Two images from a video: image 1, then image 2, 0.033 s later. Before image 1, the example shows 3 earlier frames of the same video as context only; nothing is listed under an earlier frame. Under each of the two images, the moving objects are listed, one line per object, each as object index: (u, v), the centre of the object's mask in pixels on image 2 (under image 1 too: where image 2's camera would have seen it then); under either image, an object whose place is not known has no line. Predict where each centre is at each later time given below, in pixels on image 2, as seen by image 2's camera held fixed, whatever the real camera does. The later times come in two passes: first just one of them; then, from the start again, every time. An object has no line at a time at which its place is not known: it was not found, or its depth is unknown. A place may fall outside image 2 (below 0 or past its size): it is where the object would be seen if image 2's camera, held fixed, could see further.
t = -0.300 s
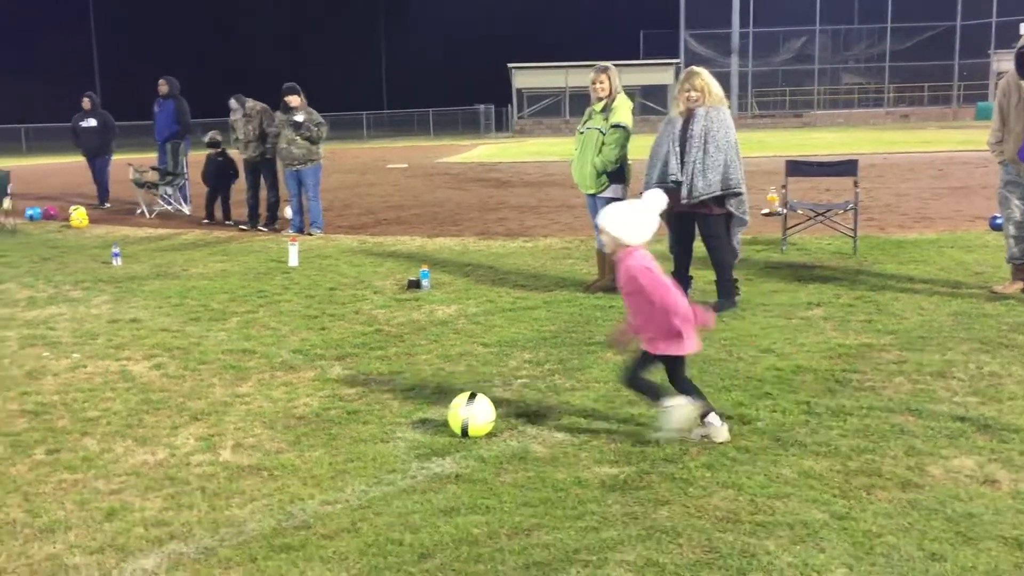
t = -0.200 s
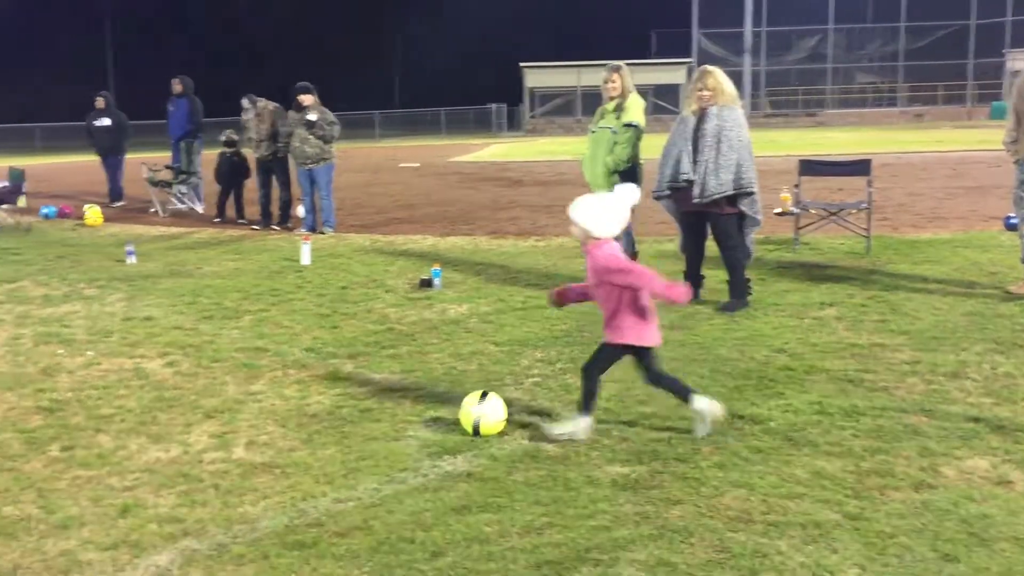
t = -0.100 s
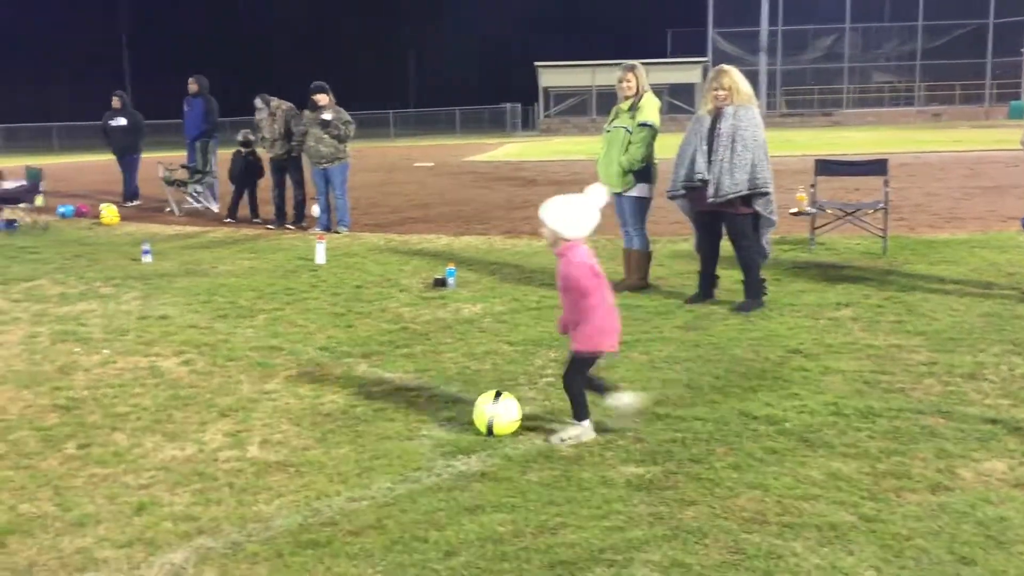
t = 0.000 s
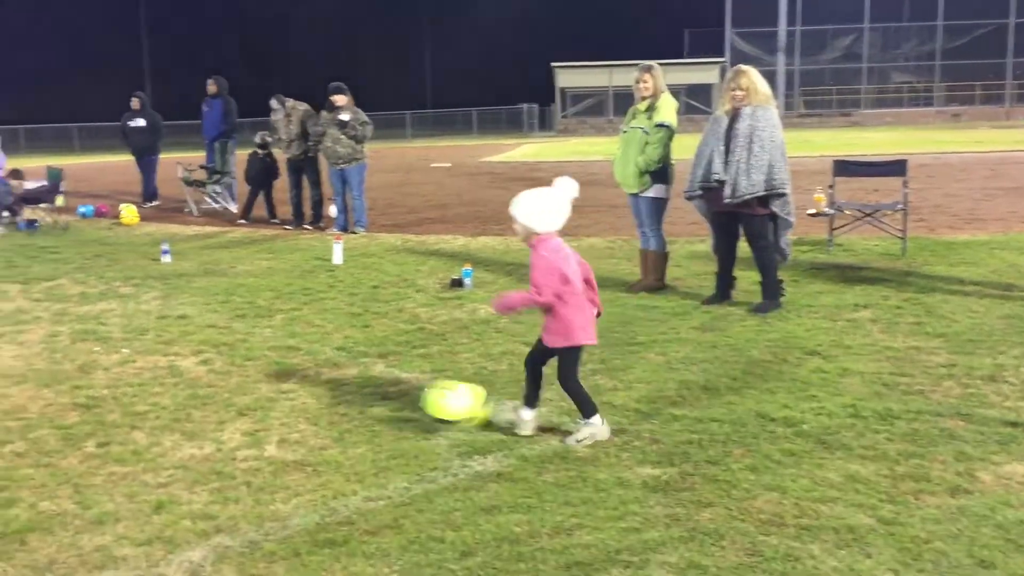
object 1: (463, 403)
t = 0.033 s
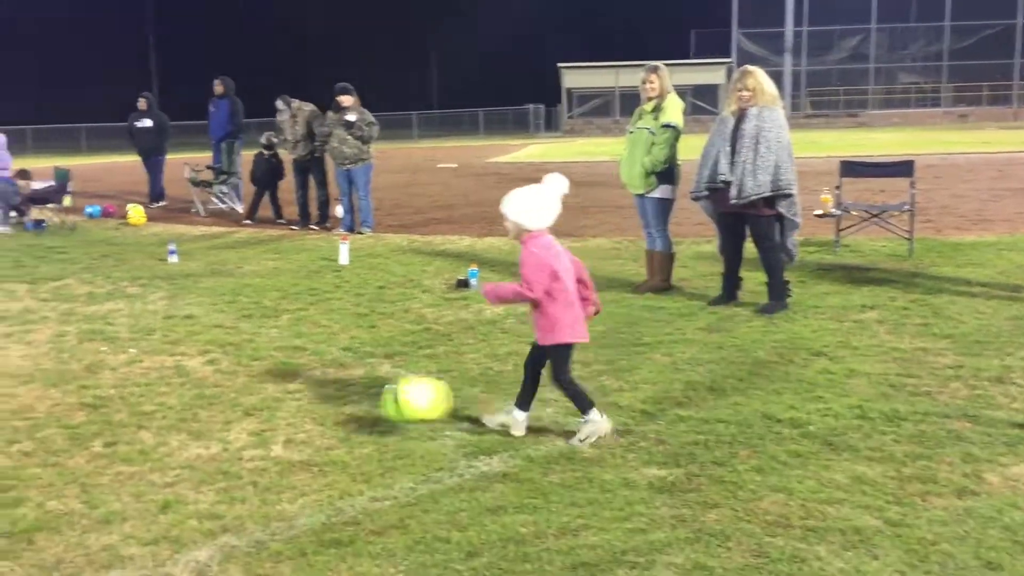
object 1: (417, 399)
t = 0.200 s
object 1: (192, 413)
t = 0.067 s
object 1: (372, 398)
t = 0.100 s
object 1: (327, 398)
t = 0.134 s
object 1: (283, 402)
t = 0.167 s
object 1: (236, 407)
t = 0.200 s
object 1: (192, 413)
